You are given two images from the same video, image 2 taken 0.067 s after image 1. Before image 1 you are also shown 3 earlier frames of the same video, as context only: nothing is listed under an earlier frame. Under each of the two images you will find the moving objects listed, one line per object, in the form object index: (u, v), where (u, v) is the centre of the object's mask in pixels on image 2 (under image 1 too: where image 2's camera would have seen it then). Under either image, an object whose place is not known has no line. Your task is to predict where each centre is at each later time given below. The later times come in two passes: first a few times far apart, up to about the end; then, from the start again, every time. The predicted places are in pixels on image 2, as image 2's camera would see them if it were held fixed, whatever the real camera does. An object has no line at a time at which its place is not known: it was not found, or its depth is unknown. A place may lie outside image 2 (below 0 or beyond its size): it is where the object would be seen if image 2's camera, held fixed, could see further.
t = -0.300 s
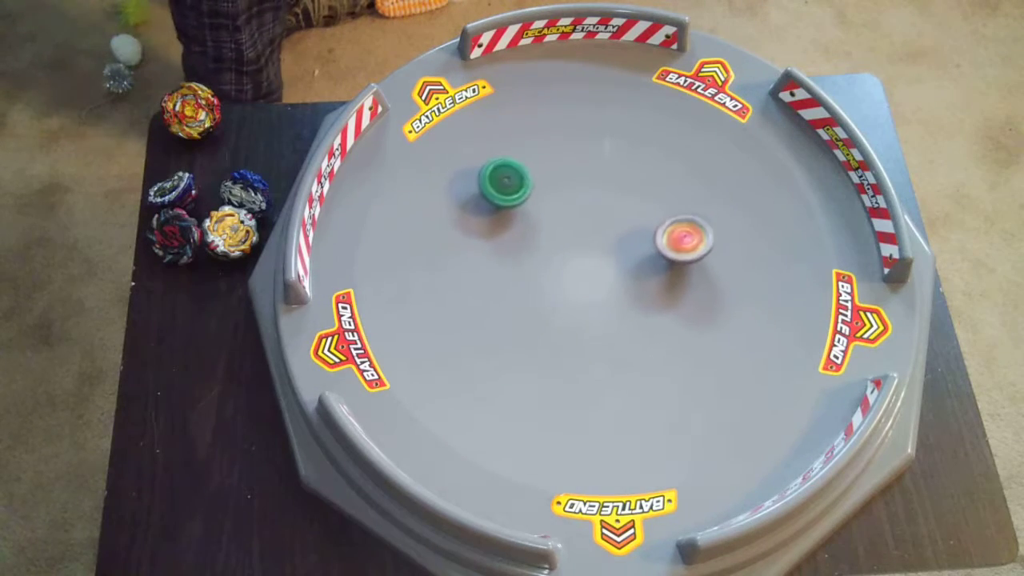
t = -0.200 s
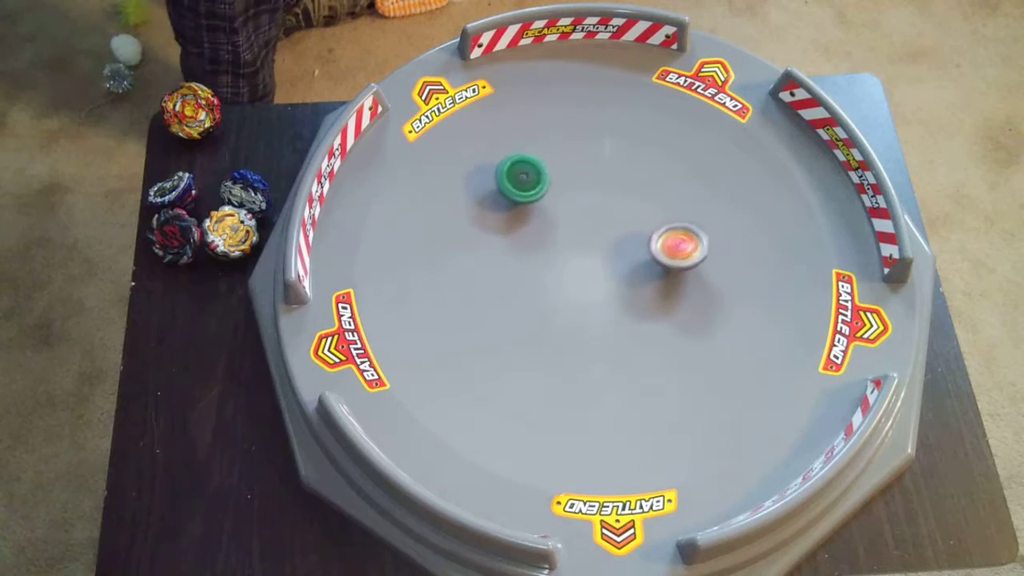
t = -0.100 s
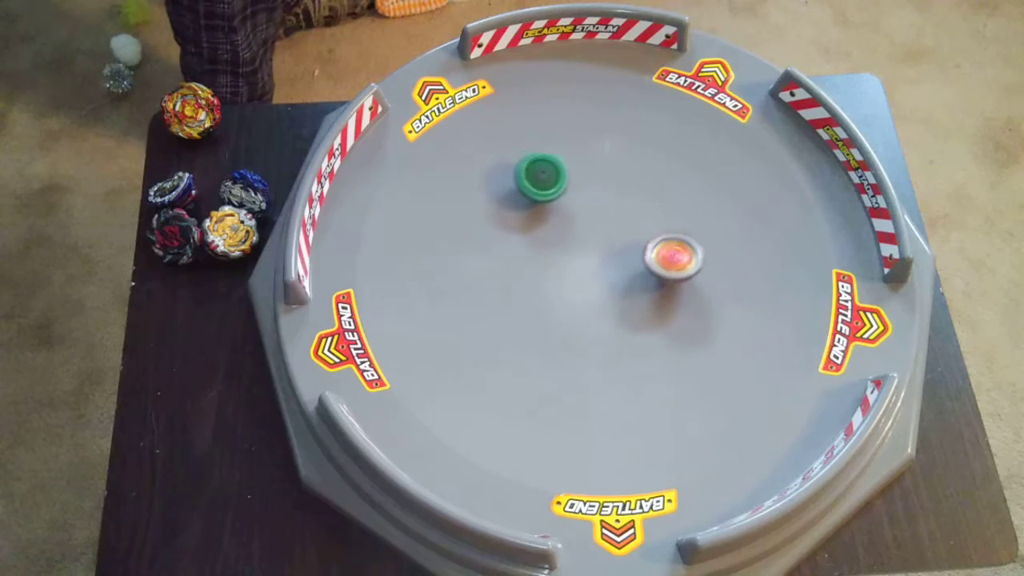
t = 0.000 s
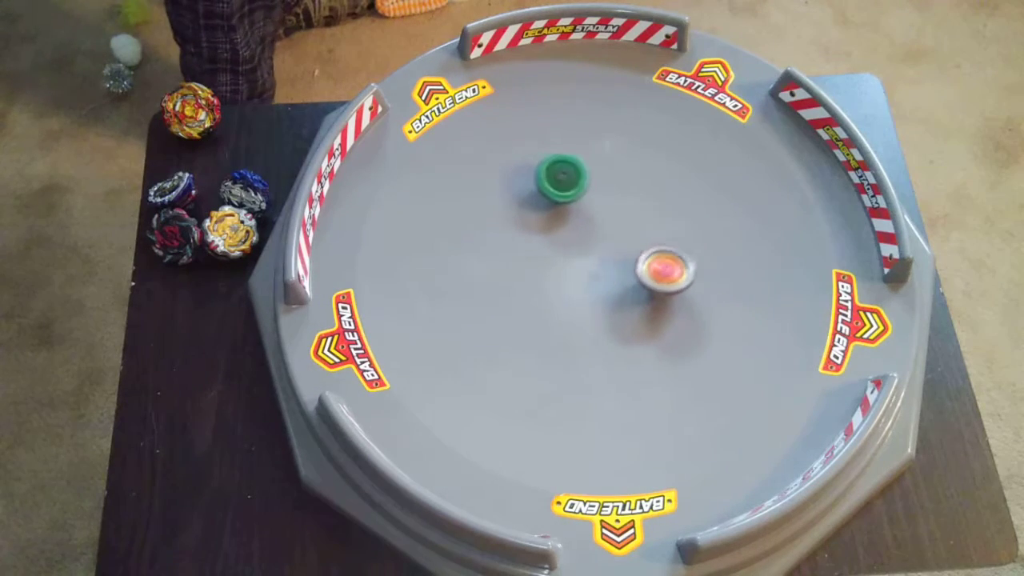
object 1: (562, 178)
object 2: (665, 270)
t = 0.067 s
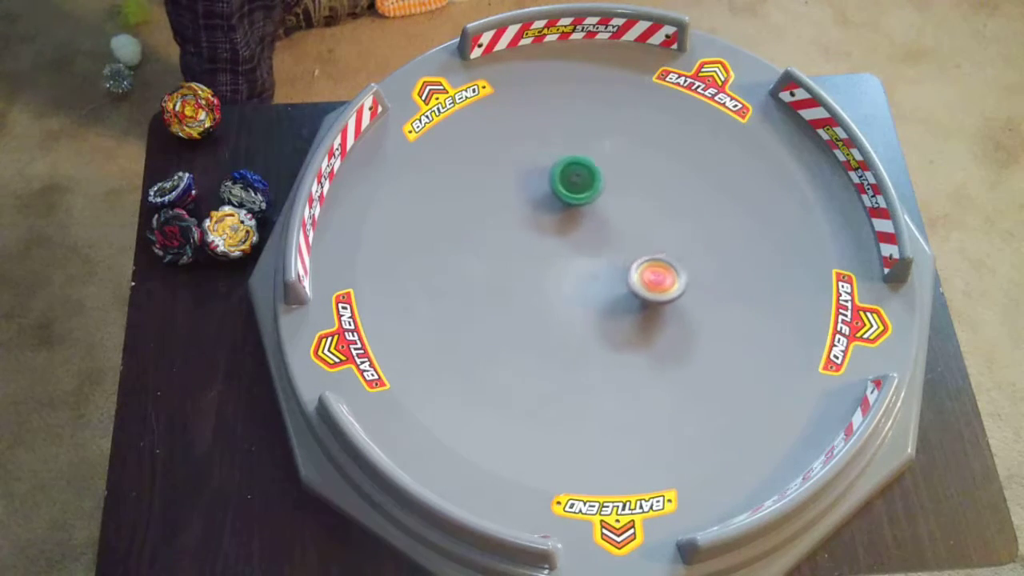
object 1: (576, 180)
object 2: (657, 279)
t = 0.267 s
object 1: (619, 194)
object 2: (627, 290)
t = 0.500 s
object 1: (663, 222)
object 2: (596, 277)
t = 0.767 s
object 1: (692, 269)
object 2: (581, 254)
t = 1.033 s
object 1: (693, 316)
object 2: (585, 247)
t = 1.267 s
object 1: (671, 348)
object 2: (591, 250)
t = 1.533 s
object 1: (626, 363)
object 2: (605, 255)
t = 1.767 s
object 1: (581, 355)
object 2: (609, 263)
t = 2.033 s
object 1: (538, 323)
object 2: (604, 271)
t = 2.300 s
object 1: (520, 277)
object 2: (594, 273)
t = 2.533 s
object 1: (526, 237)
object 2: (587, 271)
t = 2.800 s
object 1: (555, 200)
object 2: (580, 264)
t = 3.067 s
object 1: (600, 181)
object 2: (585, 256)
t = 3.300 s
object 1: (639, 184)
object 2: (596, 251)
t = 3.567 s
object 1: (673, 209)
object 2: (601, 256)
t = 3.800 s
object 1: (684, 246)
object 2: (605, 265)
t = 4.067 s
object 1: (673, 292)
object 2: (606, 268)
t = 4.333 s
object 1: (635, 326)
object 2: (594, 268)
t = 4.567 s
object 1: (591, 337)
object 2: (586, 268)
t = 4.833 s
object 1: (543, 326)
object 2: (585, 259)
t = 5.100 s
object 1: (516, 295)
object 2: (590, 254)
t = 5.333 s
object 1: (516, 260)
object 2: (598, 256)
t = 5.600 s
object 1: (541, 228)
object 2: (601, 263)
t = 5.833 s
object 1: (577, 214)
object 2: (600, 269)
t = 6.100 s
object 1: (622, 218)
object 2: (595, 271)
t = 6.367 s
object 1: (657, 243)
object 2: (591, 267)
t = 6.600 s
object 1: (670, 277)
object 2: (589, 261)
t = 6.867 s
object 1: (659, 316)
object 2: (593, 257)
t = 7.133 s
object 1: (624, 341)
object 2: (599, 260)
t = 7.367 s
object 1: (585, 340)
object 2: (603, 265)
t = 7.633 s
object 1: (551, 316)
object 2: (601, 264)
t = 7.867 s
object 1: (539, 283)
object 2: (598, 264)
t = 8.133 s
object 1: (537, 250)
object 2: (614, 255)
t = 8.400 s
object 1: (564, 227)
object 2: (614, 257)
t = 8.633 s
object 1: (594, 214)
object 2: (610, 271)
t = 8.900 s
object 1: (632, 223)
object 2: (595, 274)
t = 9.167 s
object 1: (653, 252)
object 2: (582, 261)
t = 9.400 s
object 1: (651, 282)
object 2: (585, 250)
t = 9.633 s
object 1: (629, 305)
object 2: (595, 248)
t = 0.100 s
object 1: (583, 182)
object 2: (652, 283)
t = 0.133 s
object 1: (590, 183)
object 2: (647, 286)
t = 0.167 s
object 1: (598, 186)
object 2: (642, 288)
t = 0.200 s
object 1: (605, 188)
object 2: (636, 289)
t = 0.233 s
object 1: (612, 191)
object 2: (632, 290)
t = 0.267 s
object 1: (619, 194)
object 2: (627, 290)
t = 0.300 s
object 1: (626, 197)
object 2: (622, 289)
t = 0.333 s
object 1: (633, 200)
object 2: (617, 288)
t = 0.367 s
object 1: (640, 204)
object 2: (612, 287)
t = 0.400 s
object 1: (646, 208)
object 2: (608, 285)
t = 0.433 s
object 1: (652, 213)
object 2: (603, 283)
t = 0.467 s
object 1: (658, 217)
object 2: (599, 280)
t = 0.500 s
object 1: (663, 222)
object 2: (596, 277)
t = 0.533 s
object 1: (668, 228)
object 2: (593, 274)
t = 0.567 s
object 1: (673, 233)
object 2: (590, 270)
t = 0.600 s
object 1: (677, 239)
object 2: (587, 267)
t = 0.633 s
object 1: (681, 245)
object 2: (585, 264)
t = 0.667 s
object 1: (684, 250)
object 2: (584, 261)
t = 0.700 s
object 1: (687, 257)
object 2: (582, 259)
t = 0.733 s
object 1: (690, 263)
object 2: (581, 256)
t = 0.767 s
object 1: (692, 269)
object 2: (581, 254)
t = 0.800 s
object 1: (694, 275)
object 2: (581, 252)
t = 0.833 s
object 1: (696, 281)
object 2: (581, 250)
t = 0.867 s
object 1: (696, 287)
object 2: (581, 249)
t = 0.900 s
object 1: (697, 293)
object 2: (582, 248)
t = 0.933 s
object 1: (697, 299)
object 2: (582, 248)
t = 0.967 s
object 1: (696, 305)
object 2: (583, 247)
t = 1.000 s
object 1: (695, 311)
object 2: (584, 247)
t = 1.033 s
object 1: (693, 316)
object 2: (585, 247)
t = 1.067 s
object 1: (691, 321)
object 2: (585, 247)
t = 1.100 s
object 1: (688, 327)
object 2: (586, 247)
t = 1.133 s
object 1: (686, 332)
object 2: (587, 247)
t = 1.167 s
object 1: (683, 336)
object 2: (587, 247)
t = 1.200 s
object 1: (679, 340)
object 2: (589, 248)
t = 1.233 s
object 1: (675, 345)
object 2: (590, 249)
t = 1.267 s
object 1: (671, 348)
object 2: (591, 250)
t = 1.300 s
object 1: (666, 352)
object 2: (593, 251)
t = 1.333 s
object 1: (661, 355)
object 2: (594, 252)
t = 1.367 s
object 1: (655, 357)
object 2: (596, 252)
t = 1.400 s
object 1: (650, 359)
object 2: (598, 253)
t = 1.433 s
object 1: (644, 361)
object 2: (600, 254)
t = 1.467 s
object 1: (638, 362)
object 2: (602, 255)
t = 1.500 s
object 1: (633, 363)
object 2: (604, 255)
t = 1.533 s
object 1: (626, 363)
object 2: (605, 255)
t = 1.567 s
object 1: (620, 364)
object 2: (607, 255)
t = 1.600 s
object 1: (613, 364)
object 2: (607, 256)
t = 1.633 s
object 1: (607, 363)
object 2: (608, 257)
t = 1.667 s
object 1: (600, 362)
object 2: (609, 259)
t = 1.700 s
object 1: (594, 360)
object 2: (609, 260)
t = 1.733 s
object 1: (587, 358)
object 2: (609, 261)
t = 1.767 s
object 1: (581, 355)
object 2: (609, 263)
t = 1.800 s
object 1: (575, 352)
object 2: (609, 264)
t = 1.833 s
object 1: (569, 349)
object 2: (609, 265)
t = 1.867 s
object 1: (563, 345)
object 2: (608, 266)
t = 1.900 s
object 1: (558, 342)
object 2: (607, 267)
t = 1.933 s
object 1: (553, 338)
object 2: (606, 268)
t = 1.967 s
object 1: (547, 333)
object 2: (606, 269)
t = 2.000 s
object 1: (543, 329)
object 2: (605, 270)
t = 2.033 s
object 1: (538, 323)
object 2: (604, 271)
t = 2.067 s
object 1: (534, 318)
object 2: (603, 272)
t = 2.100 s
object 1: (531, 313)
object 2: (601, 272)
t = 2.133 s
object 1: (528, 307)
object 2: (600, 272)
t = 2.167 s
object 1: (525, 301)
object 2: (598, 273)
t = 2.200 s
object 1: (523, 296)
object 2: (597, 273)
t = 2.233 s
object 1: (521, 289)
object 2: (596, 273)
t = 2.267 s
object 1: (520, 283)
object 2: (595, 273)
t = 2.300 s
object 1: (520, 277)
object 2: (594, 273)
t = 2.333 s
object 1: (519, 272)
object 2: (593, 273)
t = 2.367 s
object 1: (519, 265)
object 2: (593, 272)
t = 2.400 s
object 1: (520, 260)
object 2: (592, 272)
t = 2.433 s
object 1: (521, 254)
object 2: (590, 271)
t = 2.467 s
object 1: (522, 248)
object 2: (589, 271)
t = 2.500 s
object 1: (524, 243)
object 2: (589, 271)
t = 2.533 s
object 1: (526, 237)
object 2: (587, 271)
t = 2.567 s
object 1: (528, 231)
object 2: (586, 270)
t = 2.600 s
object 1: (531, 226)
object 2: (584, 269)
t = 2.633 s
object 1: (535, 221)
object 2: (583, 268)
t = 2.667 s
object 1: (538, 216)
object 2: (582, 266)
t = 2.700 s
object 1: (542, 212)
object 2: (581, 266)
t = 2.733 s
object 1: (546, 208)
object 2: (581, 265)
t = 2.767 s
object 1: (551, 203)
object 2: (580, 264)
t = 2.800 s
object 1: (555, 200)
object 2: (580, 264)
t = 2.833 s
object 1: (560, 196)
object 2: (579, 263)
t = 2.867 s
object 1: (565, 193)
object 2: (579, 262)
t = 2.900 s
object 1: (571, 190)
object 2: (580, 262)
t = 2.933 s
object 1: (577, 187)
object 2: (581, 261)
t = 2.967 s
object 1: (582, 185)
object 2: (582, 260)
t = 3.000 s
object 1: (588, 183)
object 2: (583, 258)
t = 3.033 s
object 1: (594, 182)
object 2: (584, 257)
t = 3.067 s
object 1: (600, 181)
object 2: (585, 256)
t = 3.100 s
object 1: (606, 180)
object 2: (587, 255)
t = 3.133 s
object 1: (611, 180)
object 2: (588, 253)
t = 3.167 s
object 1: (617, 180)
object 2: (590, 251)
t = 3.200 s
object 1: (623, 180)
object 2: (592, 250)
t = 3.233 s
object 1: (628, 181)
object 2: (593, 250)
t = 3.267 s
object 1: (634, 182)
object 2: (595, 251)
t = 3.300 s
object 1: (639, 184)
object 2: (596, 251)
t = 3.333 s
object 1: (644, 186)
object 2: (596, 251)
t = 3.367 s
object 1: (649, 188)
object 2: (597, 251)
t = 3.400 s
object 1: (654, 191)
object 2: (598, 252)
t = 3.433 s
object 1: (658, 194)
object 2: (599, 253)
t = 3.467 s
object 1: (662, 198)
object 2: (601, 254)
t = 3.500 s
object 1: (666, 201)
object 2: (601, 254)
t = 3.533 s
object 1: (669, 205)
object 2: (601, 255)
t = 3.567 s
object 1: (673, 209)
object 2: (601, 256)
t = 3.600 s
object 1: (676, 214)
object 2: (603, 258)
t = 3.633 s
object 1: (678, 219)
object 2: (604, 259)
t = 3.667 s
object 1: (680, 224)
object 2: (604, 260)
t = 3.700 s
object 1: (682, 229)
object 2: (604, 261)
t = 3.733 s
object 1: (683, 235)
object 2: (605, 263)
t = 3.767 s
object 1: (684, 240)
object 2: (605, 265)
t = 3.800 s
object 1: (684, 246)
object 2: (605, 265)
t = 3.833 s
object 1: (684, 252)
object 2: (606, 265)
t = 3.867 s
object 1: (684, 258)
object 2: (606, 266)
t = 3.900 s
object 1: (683, 263)
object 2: (606, 266)
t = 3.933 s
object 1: (682, 269)
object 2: (606, 267)
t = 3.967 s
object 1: (680, 275)
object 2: (606, 267)
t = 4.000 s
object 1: (678, 281)
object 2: (606, 267)
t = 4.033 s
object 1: (676, 286)
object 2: (606, 268)
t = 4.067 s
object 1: (673, 292)
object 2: (606, 268)
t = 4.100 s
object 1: (669, 297)
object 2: (605, 267)
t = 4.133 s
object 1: (665, 301)
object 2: (603, 267)
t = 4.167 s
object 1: (661, 306)
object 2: (602, 268)
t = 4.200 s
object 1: (656, 311)
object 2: (601, 268)
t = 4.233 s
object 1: (652, 315)
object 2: (599, 268)
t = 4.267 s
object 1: (646, 319)
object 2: (597, 268)
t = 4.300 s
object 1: (641, 323)
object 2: (595, 268)
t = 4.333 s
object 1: (635, 326)
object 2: (594, 268)
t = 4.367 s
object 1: (629, 329)
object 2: (592, 267)
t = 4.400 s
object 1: (623, 331)
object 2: (590, 267)
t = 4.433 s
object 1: (617, 333)
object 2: (589, 268)
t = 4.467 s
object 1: (610, 335)
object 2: (589, 268)
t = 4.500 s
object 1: (604, 336)
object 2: (588, 268)
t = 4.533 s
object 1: (597, 337)
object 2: (586, 267)
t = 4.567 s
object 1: (591, 337)
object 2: (586, 268)
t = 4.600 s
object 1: (584, 337)
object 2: (585, 267)
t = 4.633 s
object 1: (578, 336)
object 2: (585, 265)
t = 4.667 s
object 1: (571, 335)
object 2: (584, 265)
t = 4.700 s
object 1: (565, 334)
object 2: (584, 265)
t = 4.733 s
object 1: (559, 333)
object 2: (584, 263)
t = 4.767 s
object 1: (553, 331)
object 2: (584, 261)
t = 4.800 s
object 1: (548, 329)
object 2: (584, 260)
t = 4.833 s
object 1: (543, 326)
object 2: (585, 259)
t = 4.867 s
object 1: (539, 323)
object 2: (585, 258)
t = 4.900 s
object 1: (534, 320)
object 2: (585, 257)
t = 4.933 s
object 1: (530, 317)
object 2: (586, 257)
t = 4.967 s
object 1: (527, 313)
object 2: (588, 256)
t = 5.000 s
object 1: (524, 309)
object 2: (588, 255)
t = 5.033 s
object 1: (521, 304)
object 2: (588, 255)
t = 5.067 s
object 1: (518, 300)
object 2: (589, 255)
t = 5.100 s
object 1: (516, 295)
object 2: (590, 254)
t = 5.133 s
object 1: (515, 290)
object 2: (590, 254)
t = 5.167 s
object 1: (514, 285)
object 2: (592, 254)
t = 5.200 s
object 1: (514, 280)
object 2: (593, 254)
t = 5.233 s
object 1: (514, 275)
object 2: (594, 254)
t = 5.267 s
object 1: (514, 270)
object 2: (596, 255)
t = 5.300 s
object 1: (515, 265)
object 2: (598, 256)
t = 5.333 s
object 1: (516, 260)
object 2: (598, 256)
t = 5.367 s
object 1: (518, 255)
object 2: (599, 257)
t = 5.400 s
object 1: (520, 251)
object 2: (601, 258)
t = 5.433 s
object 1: (523, 246)
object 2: (602, 258)
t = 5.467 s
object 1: (526, 242)
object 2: (601, 260)
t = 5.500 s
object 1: (529, 238)
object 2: (602, 261)
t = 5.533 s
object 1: (533, 234)
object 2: (602, 261)
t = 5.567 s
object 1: (537, 231)
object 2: (601, 262)
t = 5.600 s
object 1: (541, 228)
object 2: (601, 263)
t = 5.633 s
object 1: (546, 225)
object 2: (601, 263)
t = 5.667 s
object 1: (551, 222)
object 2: (601, 264)
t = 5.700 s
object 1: (556, 220)
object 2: (601, 265)
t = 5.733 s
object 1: (561, 218)
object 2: (602, 266)
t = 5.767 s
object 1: (566, 216)
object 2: (601, 267)
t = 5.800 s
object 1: (572, 215)
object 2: (601, 269)
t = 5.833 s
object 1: (577, 214)
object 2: (600, 269)
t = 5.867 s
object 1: (583, 213)
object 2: (599, 269)
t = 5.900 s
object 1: (589, 213)
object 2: (598, 270)
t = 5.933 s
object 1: (595, 213)
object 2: (598, 270)
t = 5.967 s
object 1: (601, 214)
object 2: (596, 270)
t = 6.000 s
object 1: (606, 214)
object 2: (595, 271)
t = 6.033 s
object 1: (611, 215)
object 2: (595, 271)
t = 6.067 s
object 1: (617, 217)
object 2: (595, 270)
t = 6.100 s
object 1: (622, 218)
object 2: (595, 271)
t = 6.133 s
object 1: (627, 220)
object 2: (595, 270)
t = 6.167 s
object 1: (632, 223)
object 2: (594, 269)
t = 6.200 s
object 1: (637, 226)
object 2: (594, 270)
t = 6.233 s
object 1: (641, 228)
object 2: (593, 269)
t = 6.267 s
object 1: (645, 232)
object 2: (592, 268)
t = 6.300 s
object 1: (649, 235)
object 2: (592, 268)
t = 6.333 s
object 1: (653, 239)
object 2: (592, 267)
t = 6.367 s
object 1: (657, 243)
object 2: (591, 267)
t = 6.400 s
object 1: (660, 248)
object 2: (591, 266)
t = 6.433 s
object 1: (663, 252)
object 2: (590, 265)
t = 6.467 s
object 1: (665, 257)
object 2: (589, 265)
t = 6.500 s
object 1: (667, 262)
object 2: (590, 264)
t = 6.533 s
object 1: (669, 267)
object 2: (589, 262)
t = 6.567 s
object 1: (670, 272)
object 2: (589, 262)
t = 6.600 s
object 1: (670, 277)
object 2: (589, 261)
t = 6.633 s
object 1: (671, 283)
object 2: (588, 260)
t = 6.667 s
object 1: (670, 288)
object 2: (589, 260)
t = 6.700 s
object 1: (669, 293)
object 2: (589, 259)
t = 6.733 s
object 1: (668, 298)
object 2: (589, 258)
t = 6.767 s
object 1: (667, 303)
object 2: (591, 258)
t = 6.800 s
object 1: (664, 307)
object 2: (591, 257)
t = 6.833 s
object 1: (662, 312)
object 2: (592, 258)
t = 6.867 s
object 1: (659, 316)
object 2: (593, 257)
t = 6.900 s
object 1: (656, 321)
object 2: (594, 258)
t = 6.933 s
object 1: (652, 325)
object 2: (595, 258)
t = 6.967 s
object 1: (648, 328)
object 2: (596, 258)
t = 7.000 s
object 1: (644, 331)
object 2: (597, 259)
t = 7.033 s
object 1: (639, 334)
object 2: (598, 259)
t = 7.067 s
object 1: (635, 337)
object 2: (598, 259)
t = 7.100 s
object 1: (629, 339)
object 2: (599, 260)
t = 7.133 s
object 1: (624, 341)
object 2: (599, 260)
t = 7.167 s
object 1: (619, 342)
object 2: (600, 261)
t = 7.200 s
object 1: (613, 343)
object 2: (601, 262)
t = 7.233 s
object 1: (607, 343)
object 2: (601, 262)
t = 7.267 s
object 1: (602, 343)
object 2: (602, 263)
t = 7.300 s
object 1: (596, 342)
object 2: (602, 263)
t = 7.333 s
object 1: (590, 341)
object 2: (602, 264)
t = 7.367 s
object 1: (585, 340)
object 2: (603, 265)
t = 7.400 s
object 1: (580, 338)
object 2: (602, 265)
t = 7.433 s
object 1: (575, 336)
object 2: (602, 266)
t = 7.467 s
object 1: (570, 333)
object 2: (602, 265)
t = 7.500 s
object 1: (566, 331)
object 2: (601, 265)
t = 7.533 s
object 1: (561, 327)
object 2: (602, 265)
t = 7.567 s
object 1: (557, 324)
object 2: (601, 265)
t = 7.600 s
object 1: (554, 320)
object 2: (601, 265)
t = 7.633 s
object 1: (551, 316)
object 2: (601, 264)
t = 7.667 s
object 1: (548, 312)
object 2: (600, 265)
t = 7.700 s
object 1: (545, 307)
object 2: (600, 264)
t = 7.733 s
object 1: (543, 303)
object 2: (598, 264)
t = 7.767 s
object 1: (542, 298)
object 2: (598, 264)
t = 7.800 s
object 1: (541, 293)
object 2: (597, 263)
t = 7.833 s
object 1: (541, 288)
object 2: (596, 264)
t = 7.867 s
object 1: (539, 283)
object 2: (598, 264)
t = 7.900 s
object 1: (535, 280)
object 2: (602, 260)
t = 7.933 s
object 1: (533, 275)
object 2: (607, 260)
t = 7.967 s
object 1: (533, 271)
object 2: (609, 258)
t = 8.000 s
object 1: (532, 267)
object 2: (611, 257)
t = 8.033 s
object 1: (533, 262)
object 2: (611, 256)
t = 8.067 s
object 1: (534, 258)
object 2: (612, 256)
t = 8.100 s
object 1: (535, 254)
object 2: (613, 255)
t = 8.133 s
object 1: (537, 250)
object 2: (614, 255)
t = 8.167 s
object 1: (539, 247)
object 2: (615, 254)
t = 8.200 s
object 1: (541, 243)
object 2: (615, 254)
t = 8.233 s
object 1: (545, 240)
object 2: (615, 254)
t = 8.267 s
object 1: (548, 237)
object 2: (615, 254)
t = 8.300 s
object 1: (551, 234)
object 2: (615, 255)
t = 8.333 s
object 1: (555, 231)
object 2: (614, 255)
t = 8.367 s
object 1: (559, 228)
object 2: (614, 256)
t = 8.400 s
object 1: (564, 227)
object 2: (614, 257)
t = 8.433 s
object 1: (568, 224)
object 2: (612, 259)
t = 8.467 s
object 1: (571, 221)
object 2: (613, 262)
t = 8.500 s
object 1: (575, 219)
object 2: (612, 263)
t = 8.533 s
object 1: (580, 217)
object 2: (613, 266)
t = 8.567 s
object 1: (584, 216)
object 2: (612, 267)
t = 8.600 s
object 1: (589, 215)
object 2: (611, 270)
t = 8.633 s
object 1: (594, 214)
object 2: (610, 271)
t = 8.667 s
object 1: (599, 214)
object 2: (608, 272)
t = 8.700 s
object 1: (603, 214)
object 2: (607, 273)
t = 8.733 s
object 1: (609, 215)
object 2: (605, 274)
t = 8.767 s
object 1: (613, 216)
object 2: (603, 274)
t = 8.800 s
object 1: (619, 217)
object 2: (601, 275)
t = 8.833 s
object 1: (623, 219)
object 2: (600, 274)
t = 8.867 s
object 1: (627, 220)
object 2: (597, 274)
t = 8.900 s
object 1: (632, 223)
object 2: (595, 274)
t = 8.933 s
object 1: (635, 225)
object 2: (593, 273)
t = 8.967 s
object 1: (639, 229)
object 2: (591, 272)
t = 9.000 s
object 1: (642, 232)
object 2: (589, 270)
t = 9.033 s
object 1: (645, 235)
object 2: (586, 269)
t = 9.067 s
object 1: (648, 239)
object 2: (586, 267)
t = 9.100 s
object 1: (650, 243)
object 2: (583, 265)
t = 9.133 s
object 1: (652, 247)
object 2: (583, 264)
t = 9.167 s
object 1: (653, 252)
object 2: (582, 261)
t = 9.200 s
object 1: (654, 256)
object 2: (582, 259)
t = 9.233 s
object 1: (655, 261)
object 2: (582, 257)
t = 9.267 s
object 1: (655, 265)
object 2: (582, 255)
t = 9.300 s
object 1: (655, 270)
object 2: (583, 254)
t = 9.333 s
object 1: (654, 274)
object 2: (583, 252)
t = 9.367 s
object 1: (653, 278)
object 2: (585, 251)
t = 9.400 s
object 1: (651, 282)
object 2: (585, 250)
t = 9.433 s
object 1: (649, 286)
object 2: (587, 249)
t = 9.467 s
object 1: (647, 290)
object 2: (587, 248)
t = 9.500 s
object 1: (644, 294)
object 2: (589, 248)
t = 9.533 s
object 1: (641, 297)
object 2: (590, 247)
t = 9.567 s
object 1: (637, 301)
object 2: (592, 247)
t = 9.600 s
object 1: (633, 303)
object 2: (594, 247)
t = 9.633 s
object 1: (629, 305)
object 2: (595, 248)
